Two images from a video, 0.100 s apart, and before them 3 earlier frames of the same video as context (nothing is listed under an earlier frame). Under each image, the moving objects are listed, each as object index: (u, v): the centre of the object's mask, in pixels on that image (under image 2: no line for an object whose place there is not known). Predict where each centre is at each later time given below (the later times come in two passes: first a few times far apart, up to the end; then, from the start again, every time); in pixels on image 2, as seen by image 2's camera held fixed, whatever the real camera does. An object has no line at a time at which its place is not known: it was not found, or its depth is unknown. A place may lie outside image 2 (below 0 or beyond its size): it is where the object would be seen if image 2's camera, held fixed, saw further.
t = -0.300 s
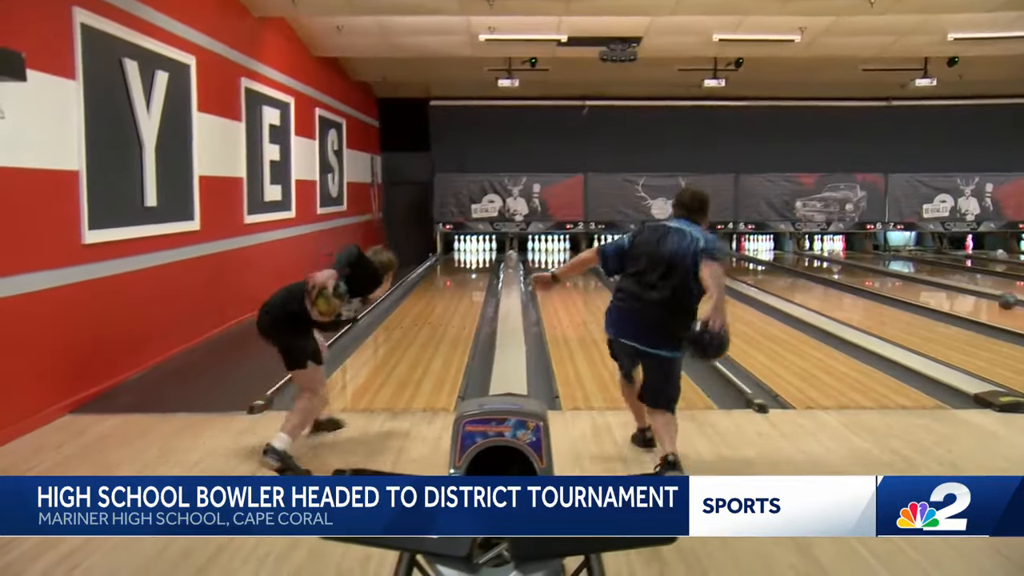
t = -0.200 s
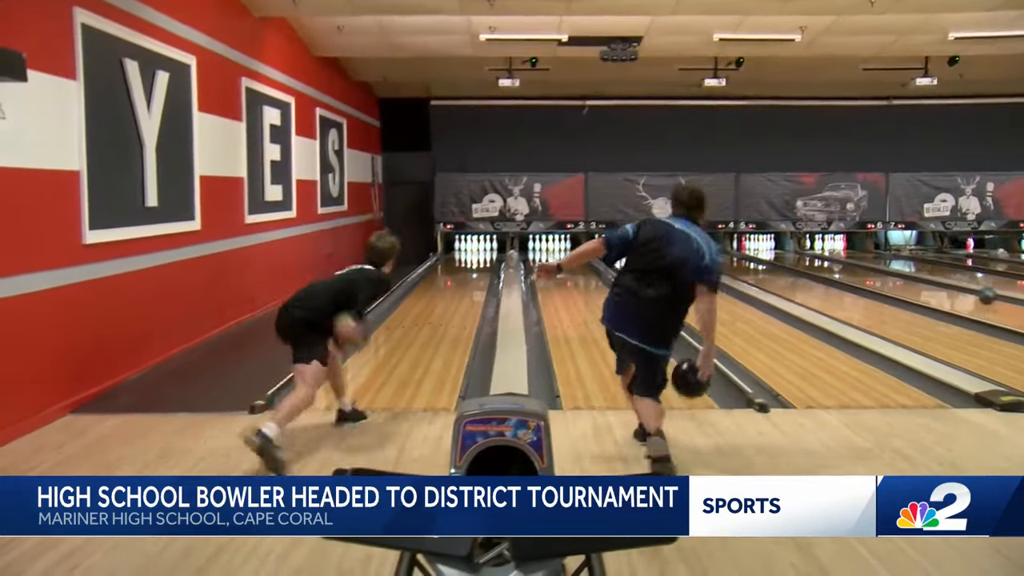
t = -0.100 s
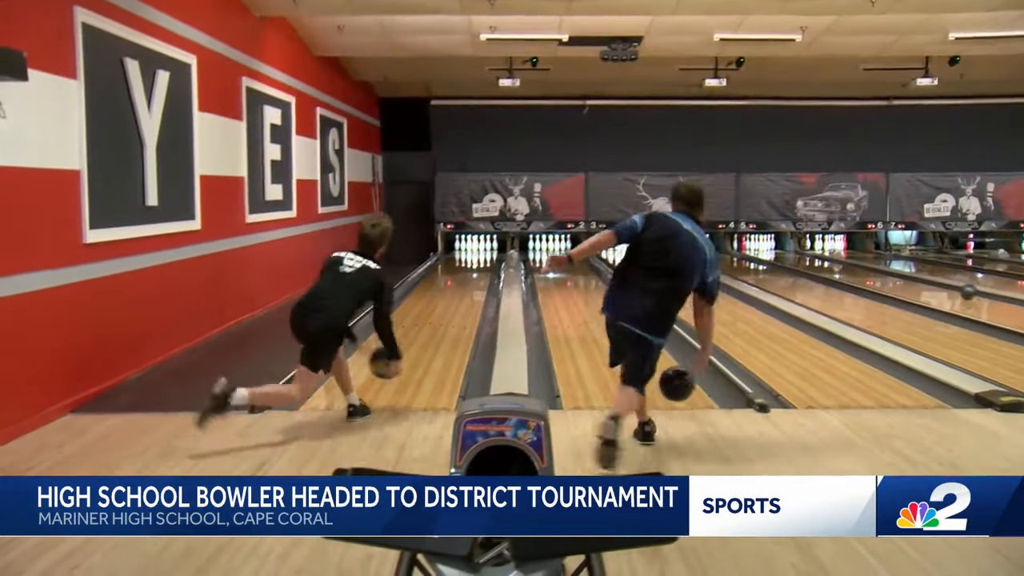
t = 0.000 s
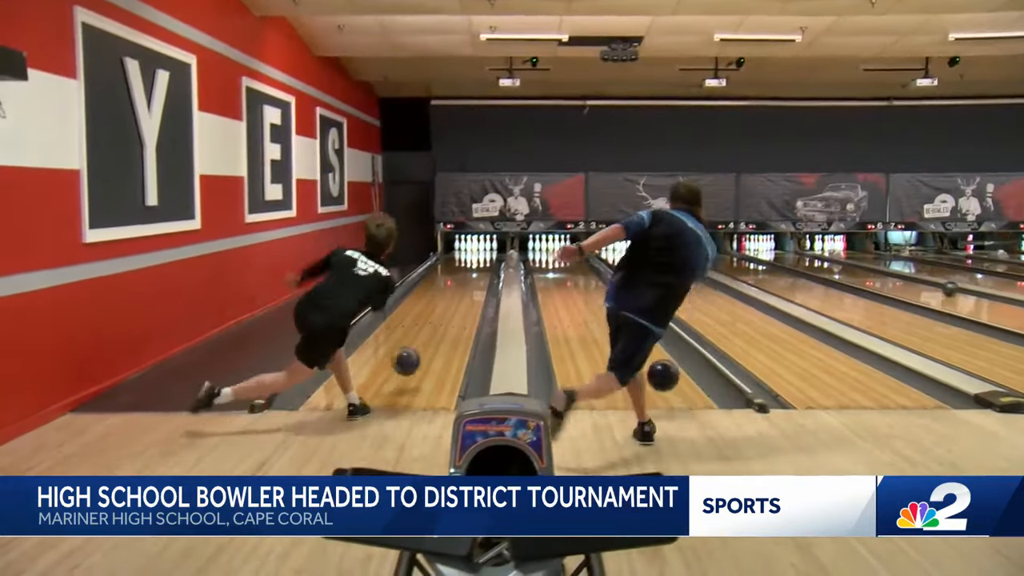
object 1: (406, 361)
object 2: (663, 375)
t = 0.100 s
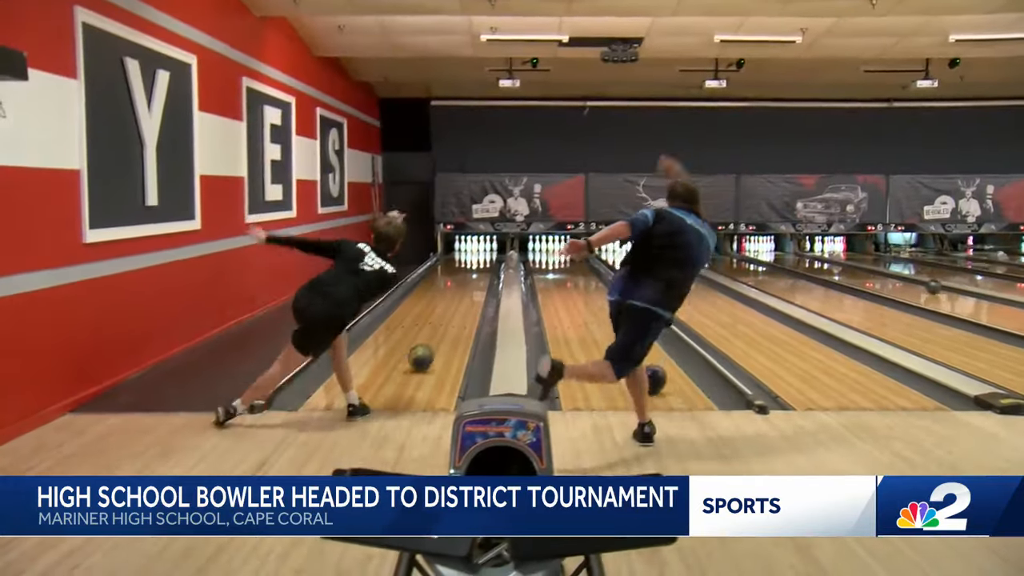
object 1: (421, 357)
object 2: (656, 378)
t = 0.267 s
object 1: (439, 334)
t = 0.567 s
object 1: (461, 304)
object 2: (616, 322)
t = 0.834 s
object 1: (475, 286)
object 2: (607, 303)
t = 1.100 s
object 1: (481, 274)
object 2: (598, 289)
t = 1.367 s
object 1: (484, 264)
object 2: (591, 278)
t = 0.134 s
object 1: (424, 351)
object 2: (654, 370)
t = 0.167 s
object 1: (428, 347)
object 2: (652, 365)
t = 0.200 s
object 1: (432, 343)
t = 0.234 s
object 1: (437, 340)
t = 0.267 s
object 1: (439, 334)
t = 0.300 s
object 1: (442, 330)
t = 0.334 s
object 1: (445, 327)
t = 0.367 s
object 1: (448, 322)
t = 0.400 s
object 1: (451, 319)
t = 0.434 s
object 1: (453, 315)
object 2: (617, 334)
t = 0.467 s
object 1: (455, 313)
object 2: (615, 331)
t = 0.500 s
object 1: (457, 309)
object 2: (615, 328)
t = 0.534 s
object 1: (459, 306)
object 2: (616, 325)
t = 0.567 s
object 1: (461, 304)
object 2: (616, 322)
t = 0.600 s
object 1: (464, 302)
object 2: (616, 320)
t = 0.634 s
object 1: (465, 299)
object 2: (615, 317)
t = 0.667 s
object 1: (467, 297)
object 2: (613, 314)
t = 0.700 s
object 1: (468, 294)
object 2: (612, 312)
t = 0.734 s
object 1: (470, 292)
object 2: (611, 310)
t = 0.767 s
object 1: (471, 290)
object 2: (610, 307)
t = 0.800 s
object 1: (473, 288)
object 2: (608, 305)
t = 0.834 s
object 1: (475, 286)
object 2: (607, 303)
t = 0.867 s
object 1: (475, 284)
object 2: (606, 301)
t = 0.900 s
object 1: (476, 282)
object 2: (605, 300)
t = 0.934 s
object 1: (477, 281)
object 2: (604, 297)
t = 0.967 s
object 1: (479, 279)
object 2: (602, 296)
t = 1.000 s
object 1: (480, 277)
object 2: (602, 294)
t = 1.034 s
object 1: (480, 276)
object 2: (600, 292)
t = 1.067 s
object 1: (481, 274)
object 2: (599, 291)
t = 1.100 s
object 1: (481, 274)
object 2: (598, 289)
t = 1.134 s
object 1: (482, 272)
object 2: (597, 288)
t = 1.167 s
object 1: (483, 271)
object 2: (596, 286)
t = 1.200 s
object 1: (483, 269)
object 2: (595, 284)
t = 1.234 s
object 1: (484, 268)
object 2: (595, 283)
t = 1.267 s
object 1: (484, 266)
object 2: (593, 281)
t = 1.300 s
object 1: (484, 266)
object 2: (592, 280)
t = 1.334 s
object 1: (484, 265)
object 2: (591, 279)
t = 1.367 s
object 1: (484, 264)
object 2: (591, 278)
